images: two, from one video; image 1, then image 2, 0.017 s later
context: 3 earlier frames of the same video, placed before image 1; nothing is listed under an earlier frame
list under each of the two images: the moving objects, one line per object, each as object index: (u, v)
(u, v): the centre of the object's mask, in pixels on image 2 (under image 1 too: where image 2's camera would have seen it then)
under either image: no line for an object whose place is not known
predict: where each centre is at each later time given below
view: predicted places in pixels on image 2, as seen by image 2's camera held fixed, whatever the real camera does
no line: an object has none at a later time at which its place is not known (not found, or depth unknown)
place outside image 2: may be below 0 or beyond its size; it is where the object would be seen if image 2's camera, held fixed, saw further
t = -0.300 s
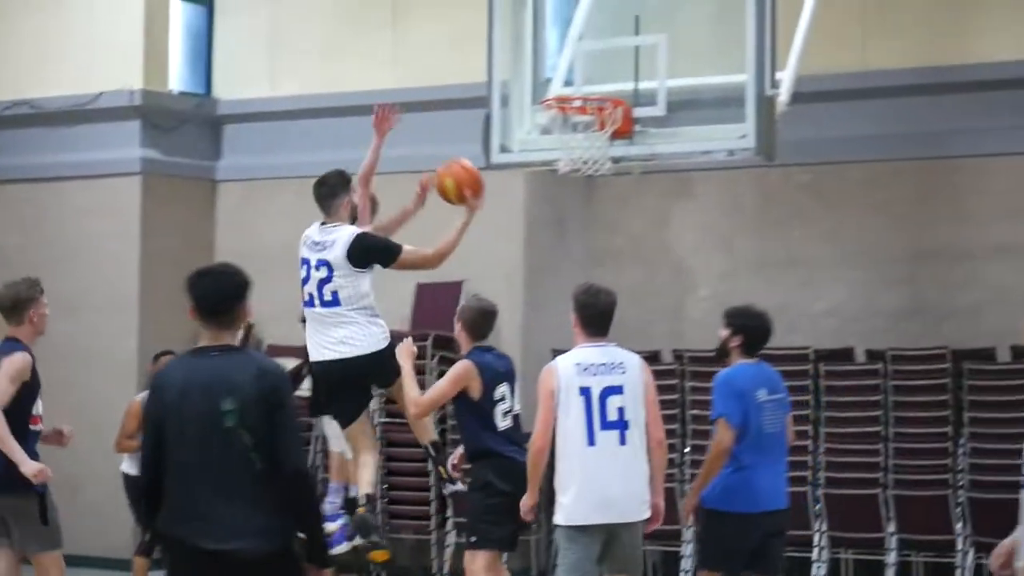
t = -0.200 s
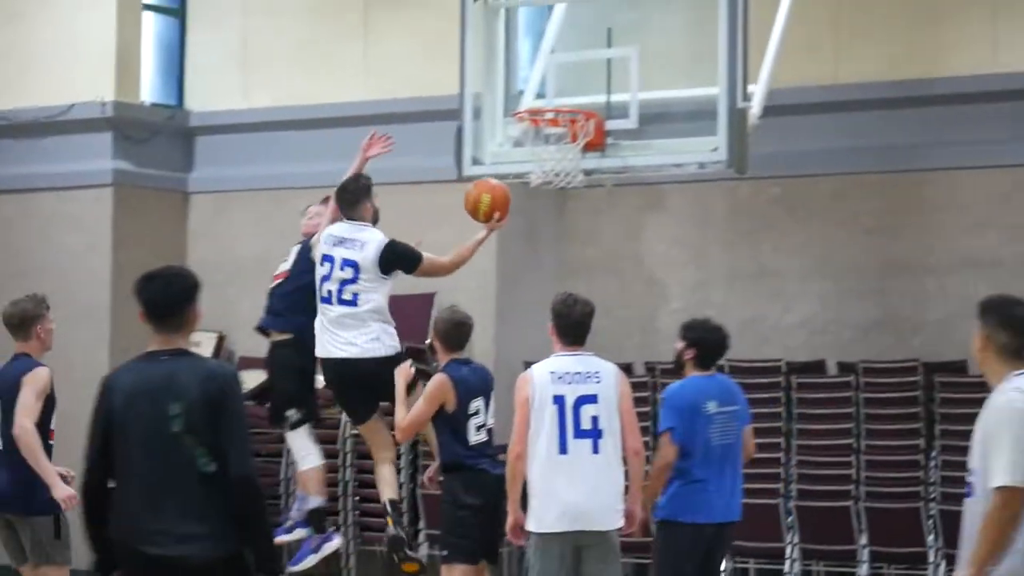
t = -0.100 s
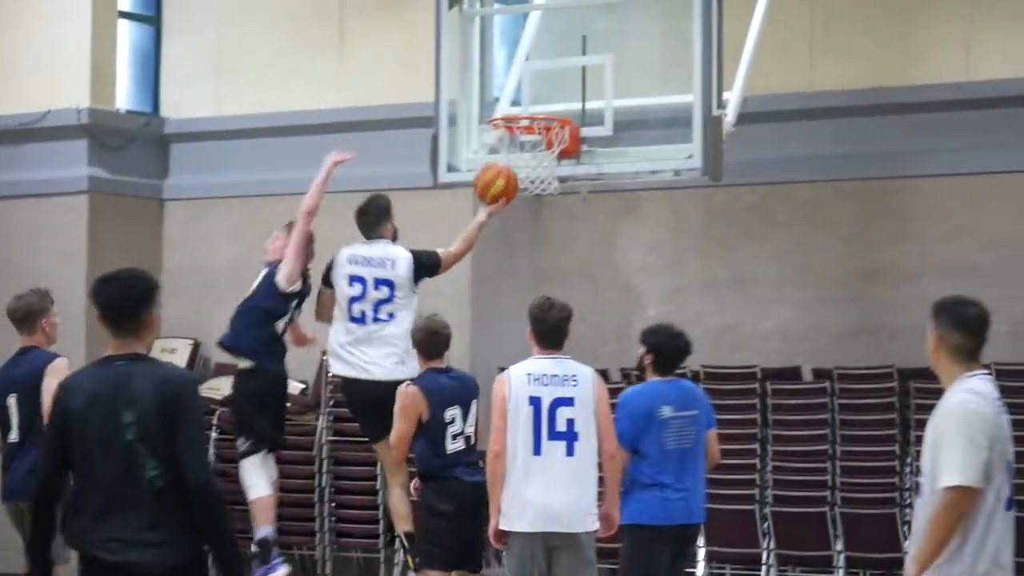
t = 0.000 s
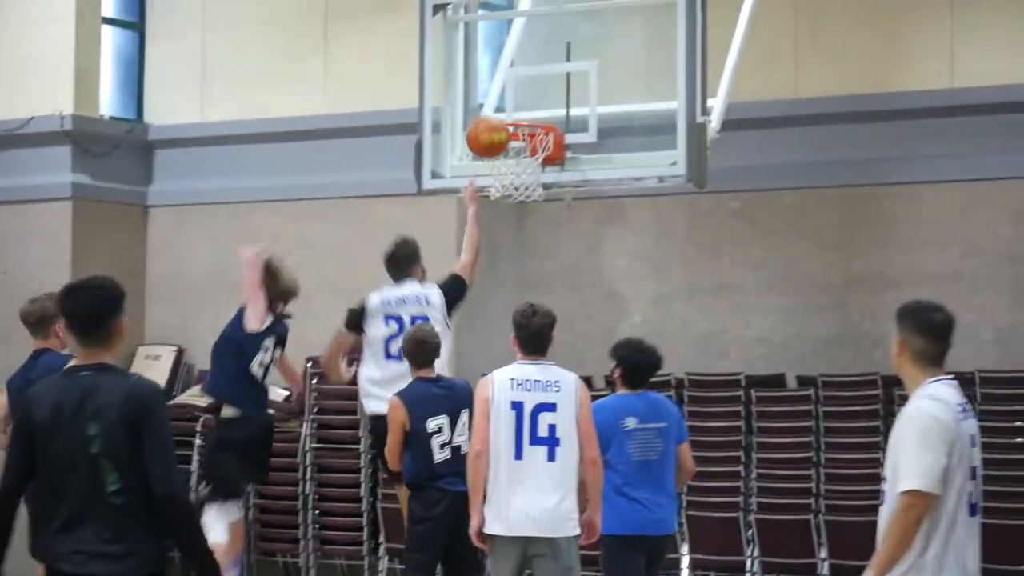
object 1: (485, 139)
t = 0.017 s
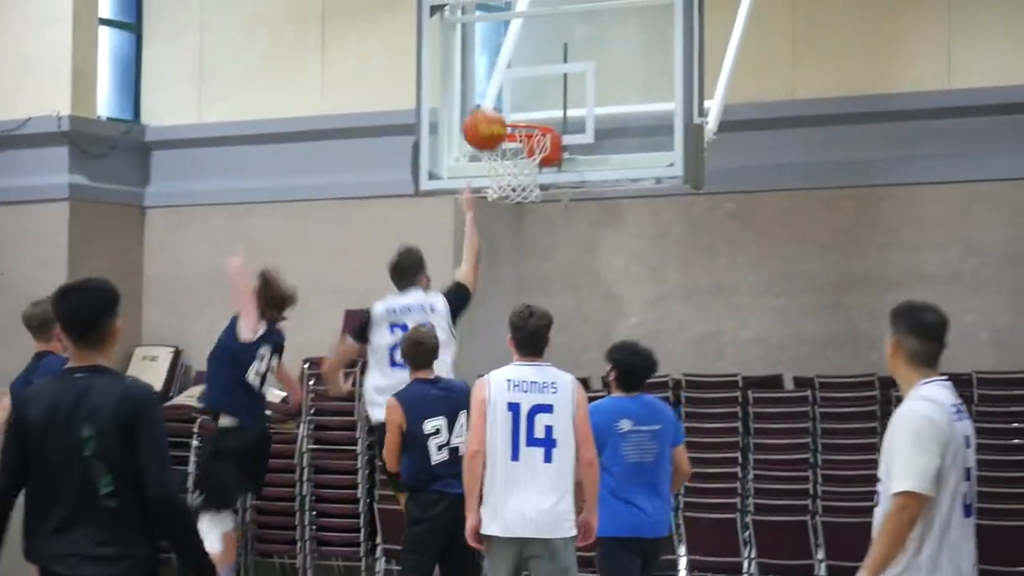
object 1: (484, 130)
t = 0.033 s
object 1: (484, 122)
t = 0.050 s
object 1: (485, 116)
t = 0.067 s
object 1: (484, 108)
